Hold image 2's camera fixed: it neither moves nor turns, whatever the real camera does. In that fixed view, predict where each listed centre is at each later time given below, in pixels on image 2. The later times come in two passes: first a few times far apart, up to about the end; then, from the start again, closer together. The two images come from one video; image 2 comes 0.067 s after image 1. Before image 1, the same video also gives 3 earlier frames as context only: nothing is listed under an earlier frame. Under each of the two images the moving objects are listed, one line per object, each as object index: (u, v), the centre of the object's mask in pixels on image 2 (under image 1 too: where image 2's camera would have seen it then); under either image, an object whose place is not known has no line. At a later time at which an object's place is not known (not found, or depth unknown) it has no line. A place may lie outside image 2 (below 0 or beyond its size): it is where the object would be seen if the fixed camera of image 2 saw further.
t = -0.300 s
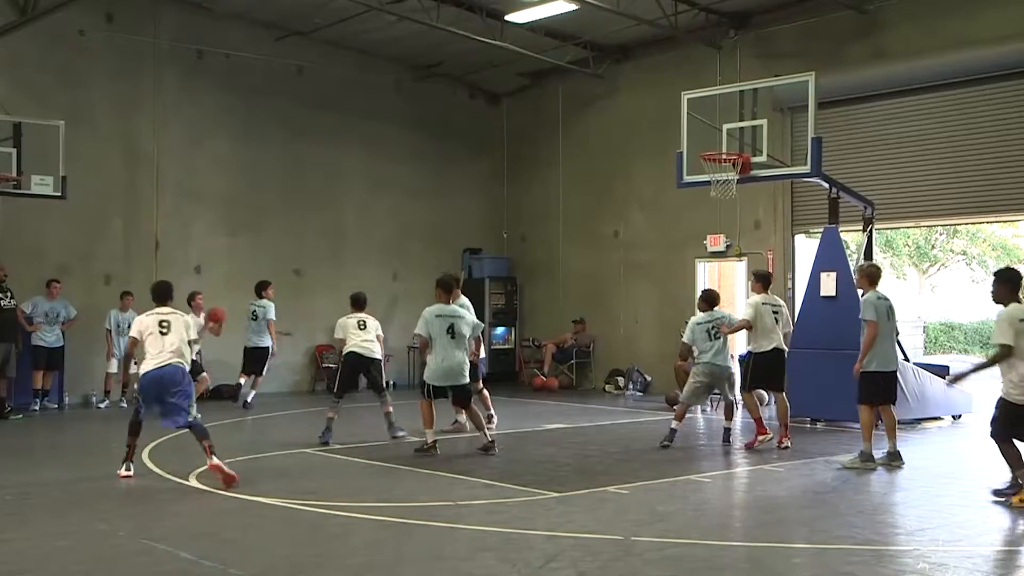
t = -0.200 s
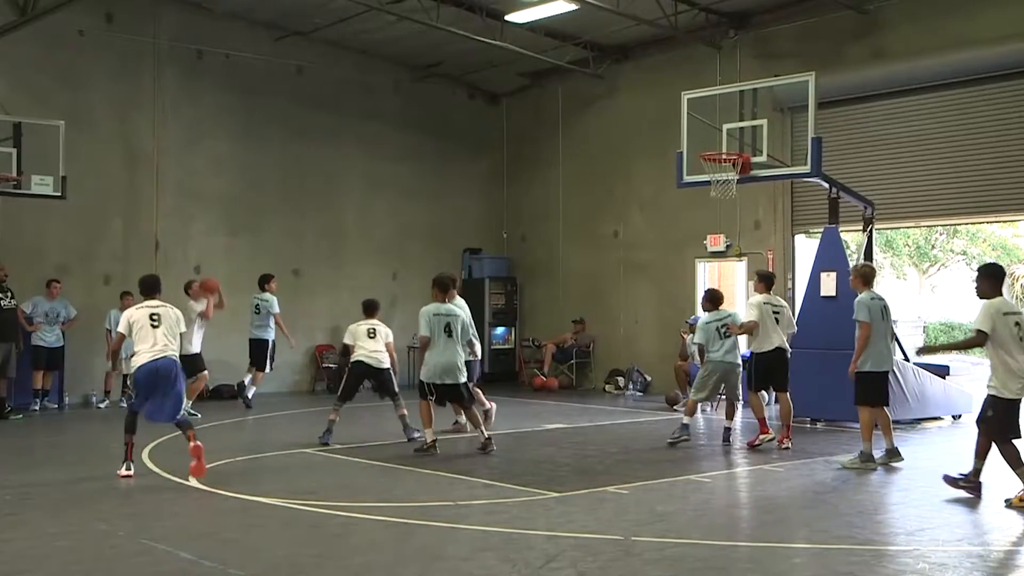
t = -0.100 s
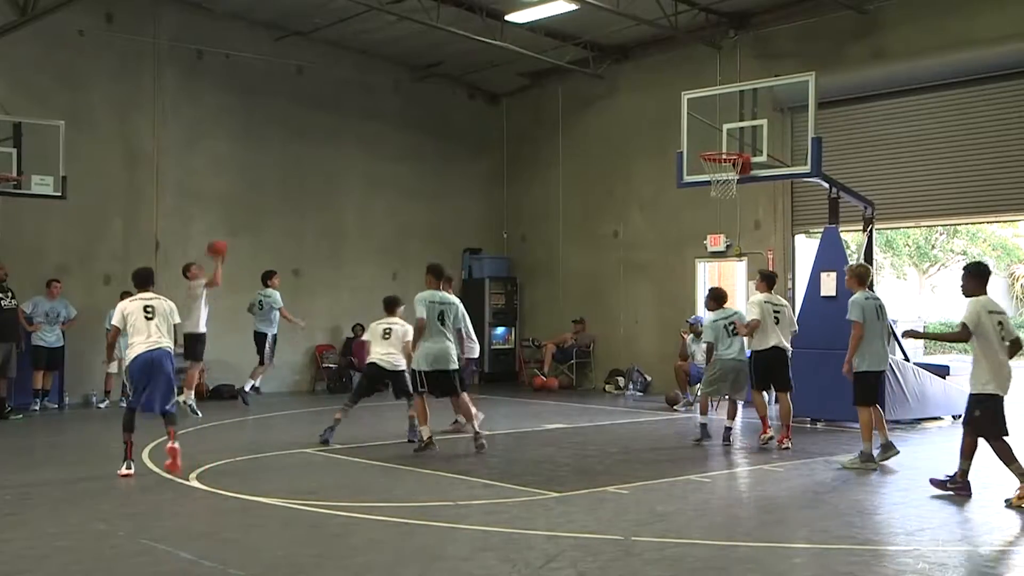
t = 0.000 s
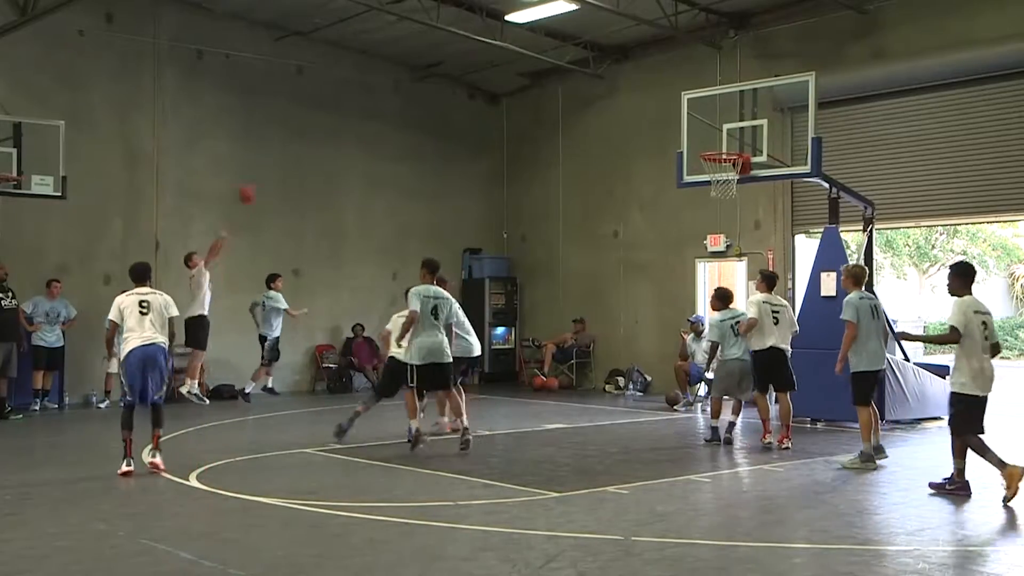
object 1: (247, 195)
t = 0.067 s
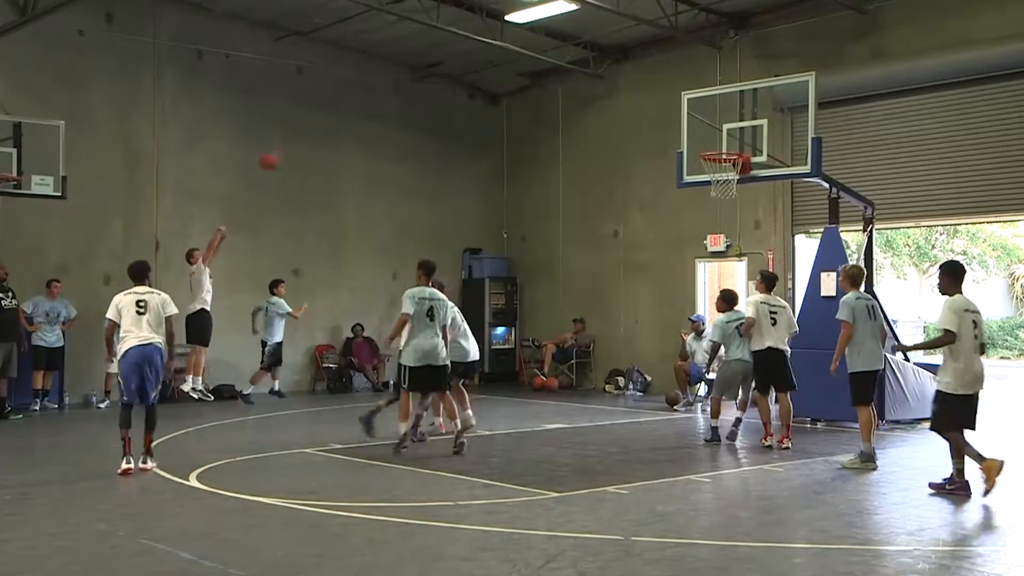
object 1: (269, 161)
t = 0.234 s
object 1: (327, 90)
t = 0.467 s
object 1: (409, 28)
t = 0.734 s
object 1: (505, 10)
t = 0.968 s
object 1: (596, 44)
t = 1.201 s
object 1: (687, 126)
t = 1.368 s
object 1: (701, 163)
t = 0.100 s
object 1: (281, 145)
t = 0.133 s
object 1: (293, 129)
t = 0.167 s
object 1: (305, 115)
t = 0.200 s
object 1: (316, 102)
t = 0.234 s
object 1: (327, 90)
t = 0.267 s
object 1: (339, 79)
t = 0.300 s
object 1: (351, 70)
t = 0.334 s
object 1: (362, 59)
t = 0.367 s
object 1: (374, 50)
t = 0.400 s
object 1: (385, 42)
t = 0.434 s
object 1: (397, 35)
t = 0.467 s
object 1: (409, 28)
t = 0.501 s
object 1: (421, 24)
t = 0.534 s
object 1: (433, 20)
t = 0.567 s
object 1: (446, 17)
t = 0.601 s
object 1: (458, 15)
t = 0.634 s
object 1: (470, 12)
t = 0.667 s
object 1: (482, 10)
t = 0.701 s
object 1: (494, 10)
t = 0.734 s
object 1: (505, 10)
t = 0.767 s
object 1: (519, 13)
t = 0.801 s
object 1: (531, 17)
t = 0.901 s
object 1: (570, 30)
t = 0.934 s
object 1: (583, 36)
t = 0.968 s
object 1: (596, 44)
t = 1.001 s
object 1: (608, 52)
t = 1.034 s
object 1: (621, 61)
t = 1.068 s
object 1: (634, 72)
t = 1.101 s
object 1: (647, 84)
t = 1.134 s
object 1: (660, 96)
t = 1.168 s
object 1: (673, 111)
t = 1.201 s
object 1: (687, 126)
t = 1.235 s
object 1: (701, 141)
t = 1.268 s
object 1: (706, 150)
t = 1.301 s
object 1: (704, 153)
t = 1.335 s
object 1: (702, 157)
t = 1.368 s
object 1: (701, 163)
